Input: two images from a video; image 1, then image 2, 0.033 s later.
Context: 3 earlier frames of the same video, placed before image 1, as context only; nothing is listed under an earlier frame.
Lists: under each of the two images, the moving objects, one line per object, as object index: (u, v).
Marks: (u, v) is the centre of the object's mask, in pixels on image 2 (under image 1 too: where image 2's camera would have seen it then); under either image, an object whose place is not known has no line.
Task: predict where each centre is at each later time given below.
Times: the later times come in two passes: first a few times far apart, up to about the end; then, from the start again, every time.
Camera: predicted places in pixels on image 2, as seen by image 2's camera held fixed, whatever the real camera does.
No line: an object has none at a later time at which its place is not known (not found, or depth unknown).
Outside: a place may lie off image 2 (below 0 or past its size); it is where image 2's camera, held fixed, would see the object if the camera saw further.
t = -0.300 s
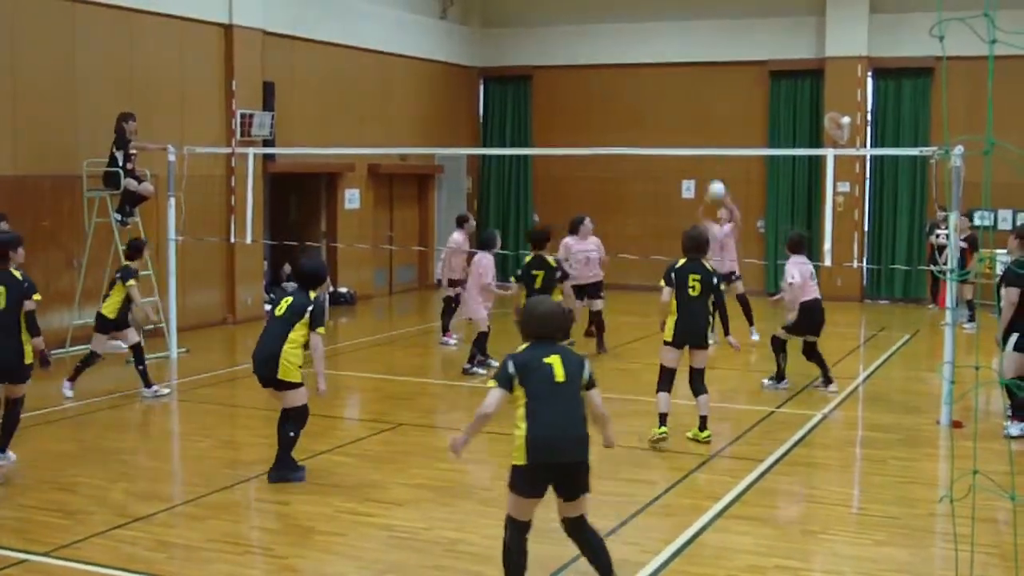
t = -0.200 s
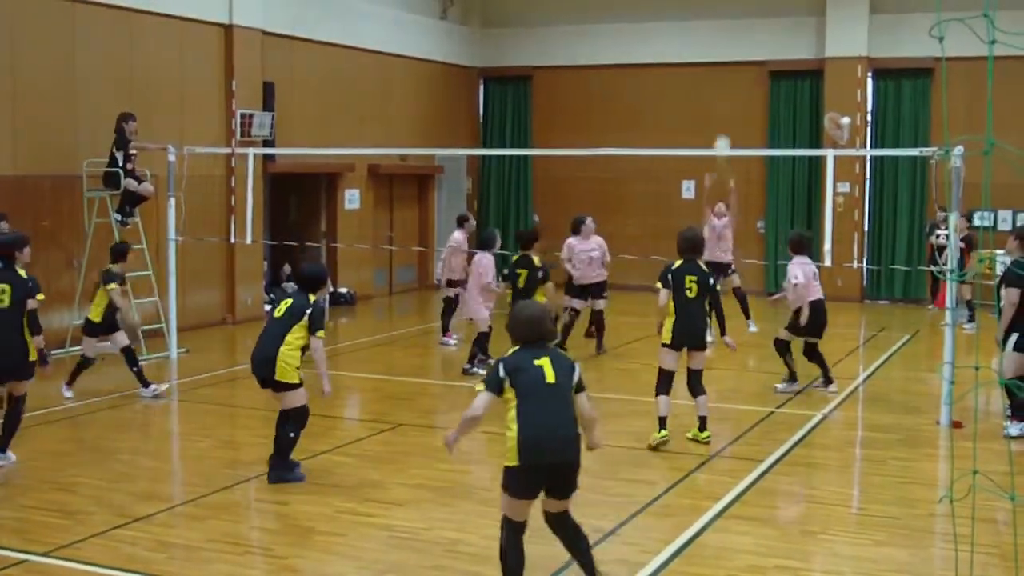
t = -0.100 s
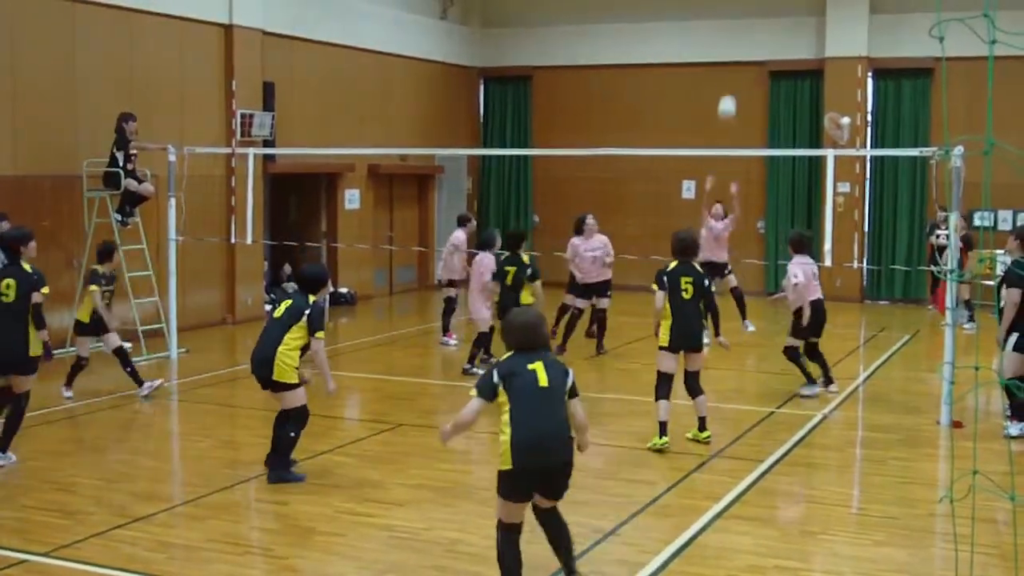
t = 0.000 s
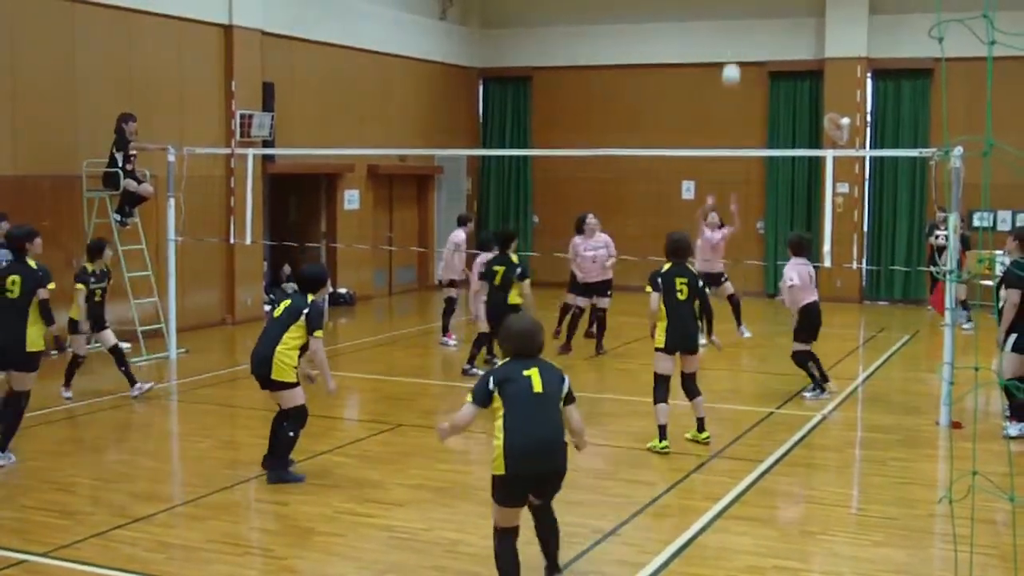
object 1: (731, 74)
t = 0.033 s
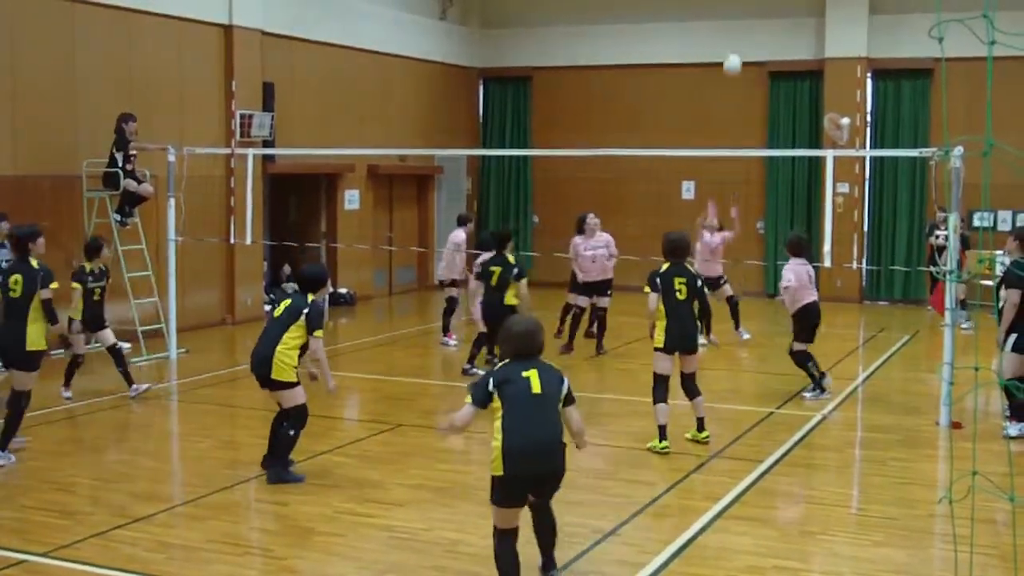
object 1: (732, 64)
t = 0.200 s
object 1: (741, 29)
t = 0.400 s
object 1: (750, 19)
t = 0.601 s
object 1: (760, 48)
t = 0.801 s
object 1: (768, 123)
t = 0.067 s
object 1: (734, 55)
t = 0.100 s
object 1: (736, 46)
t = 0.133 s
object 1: (738, 39)
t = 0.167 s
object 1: (739, 32)
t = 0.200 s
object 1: (741, 29)
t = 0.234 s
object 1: (742, 25)
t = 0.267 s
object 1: (744, 21)
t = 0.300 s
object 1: (745, 20)
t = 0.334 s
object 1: (747, 19)
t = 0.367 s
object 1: (748, 19)
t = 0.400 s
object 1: (750, 19)
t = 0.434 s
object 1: (751, 21)
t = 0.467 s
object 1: (753, 24)
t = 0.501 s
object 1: (755, 28)
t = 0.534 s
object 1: (756, 33)
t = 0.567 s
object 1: (758, 40)
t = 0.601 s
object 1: (760, 48)
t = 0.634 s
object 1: (760, 60)
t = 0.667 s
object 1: (762, 71)
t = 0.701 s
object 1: (764, 81)
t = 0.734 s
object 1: (765, 94)
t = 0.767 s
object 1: (767, 109)
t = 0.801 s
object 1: (768, 123)
